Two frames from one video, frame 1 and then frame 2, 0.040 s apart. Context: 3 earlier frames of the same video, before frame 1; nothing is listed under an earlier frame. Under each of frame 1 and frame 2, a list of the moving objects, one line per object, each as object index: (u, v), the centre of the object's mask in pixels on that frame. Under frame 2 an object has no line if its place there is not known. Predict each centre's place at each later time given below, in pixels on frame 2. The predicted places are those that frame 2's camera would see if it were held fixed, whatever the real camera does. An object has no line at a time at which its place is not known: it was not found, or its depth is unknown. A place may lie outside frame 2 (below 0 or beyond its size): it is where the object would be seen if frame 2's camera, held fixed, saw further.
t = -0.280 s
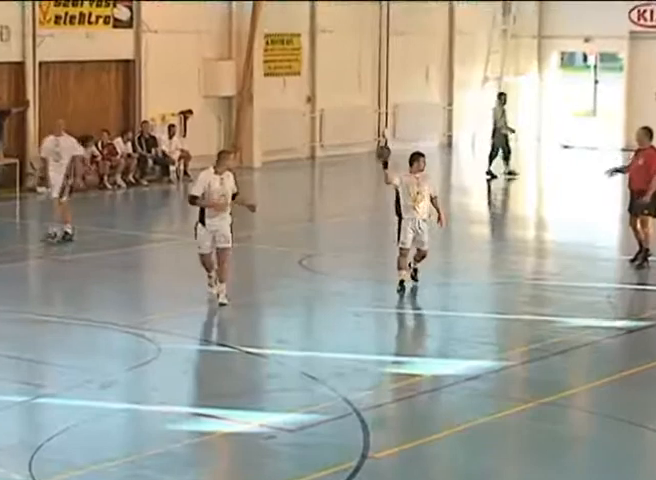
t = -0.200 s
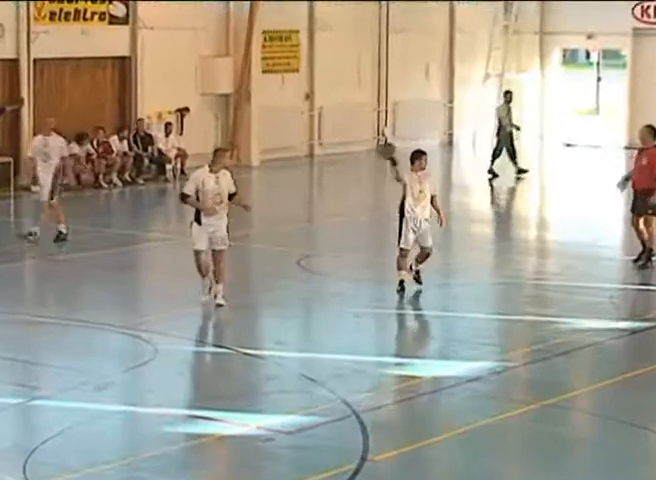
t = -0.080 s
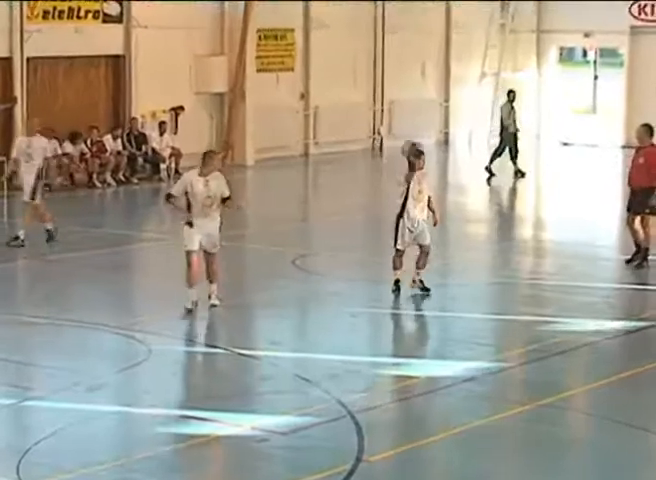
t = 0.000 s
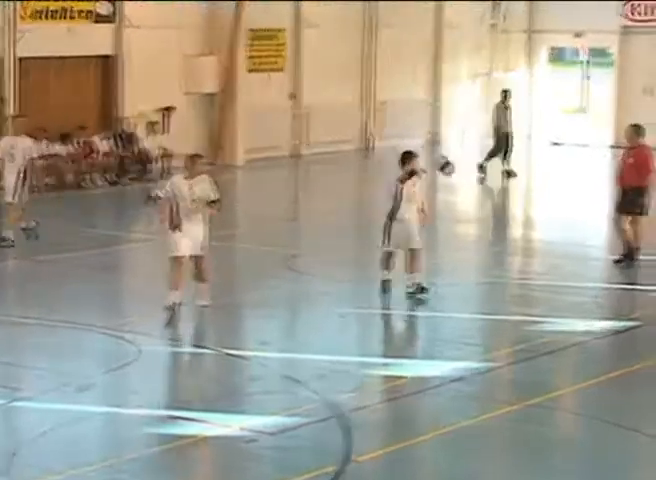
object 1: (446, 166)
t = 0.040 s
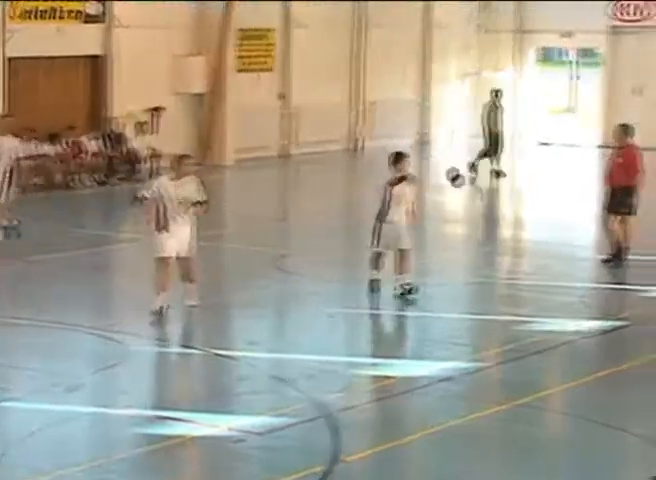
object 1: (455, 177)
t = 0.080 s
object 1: (472, 187)
